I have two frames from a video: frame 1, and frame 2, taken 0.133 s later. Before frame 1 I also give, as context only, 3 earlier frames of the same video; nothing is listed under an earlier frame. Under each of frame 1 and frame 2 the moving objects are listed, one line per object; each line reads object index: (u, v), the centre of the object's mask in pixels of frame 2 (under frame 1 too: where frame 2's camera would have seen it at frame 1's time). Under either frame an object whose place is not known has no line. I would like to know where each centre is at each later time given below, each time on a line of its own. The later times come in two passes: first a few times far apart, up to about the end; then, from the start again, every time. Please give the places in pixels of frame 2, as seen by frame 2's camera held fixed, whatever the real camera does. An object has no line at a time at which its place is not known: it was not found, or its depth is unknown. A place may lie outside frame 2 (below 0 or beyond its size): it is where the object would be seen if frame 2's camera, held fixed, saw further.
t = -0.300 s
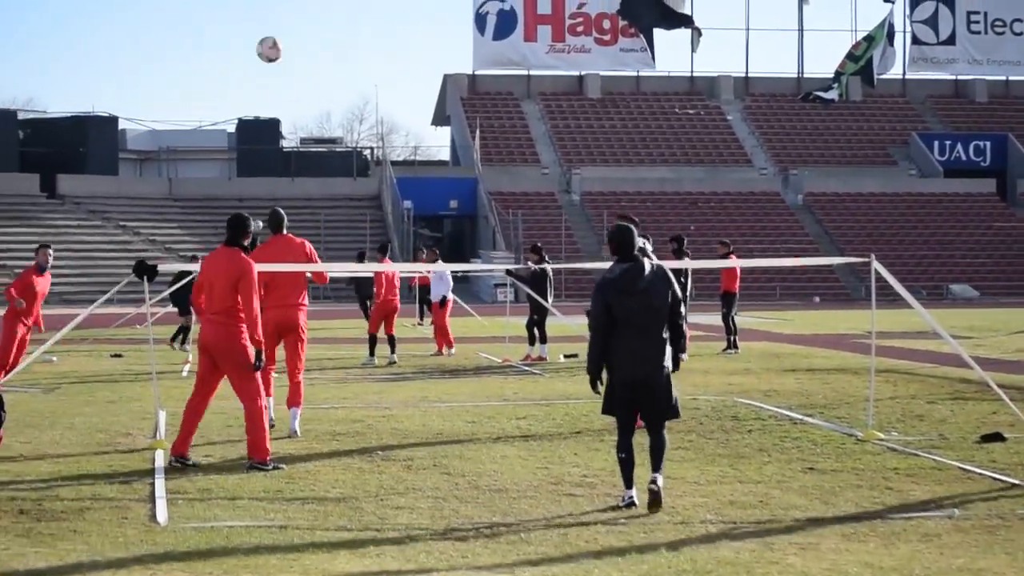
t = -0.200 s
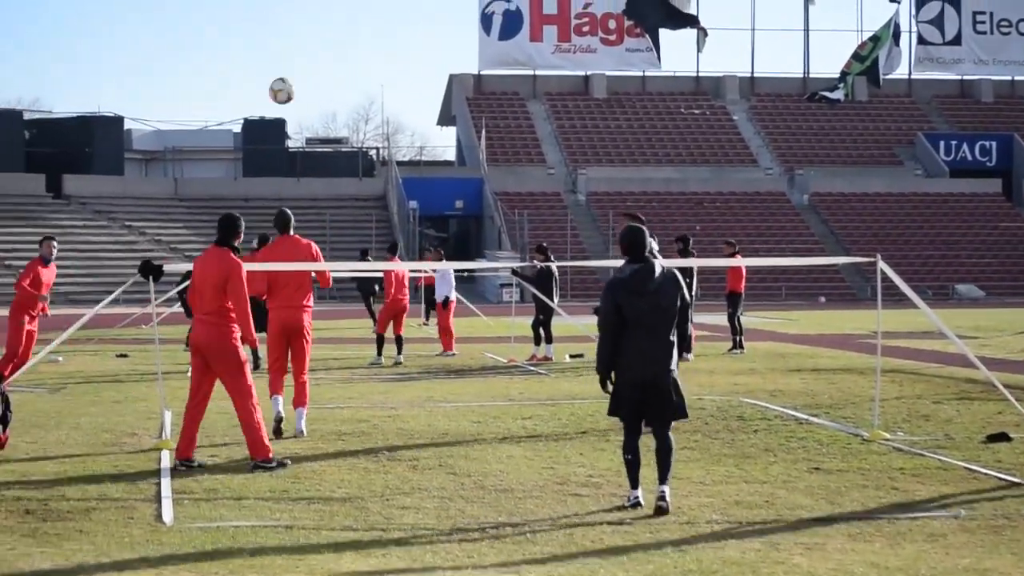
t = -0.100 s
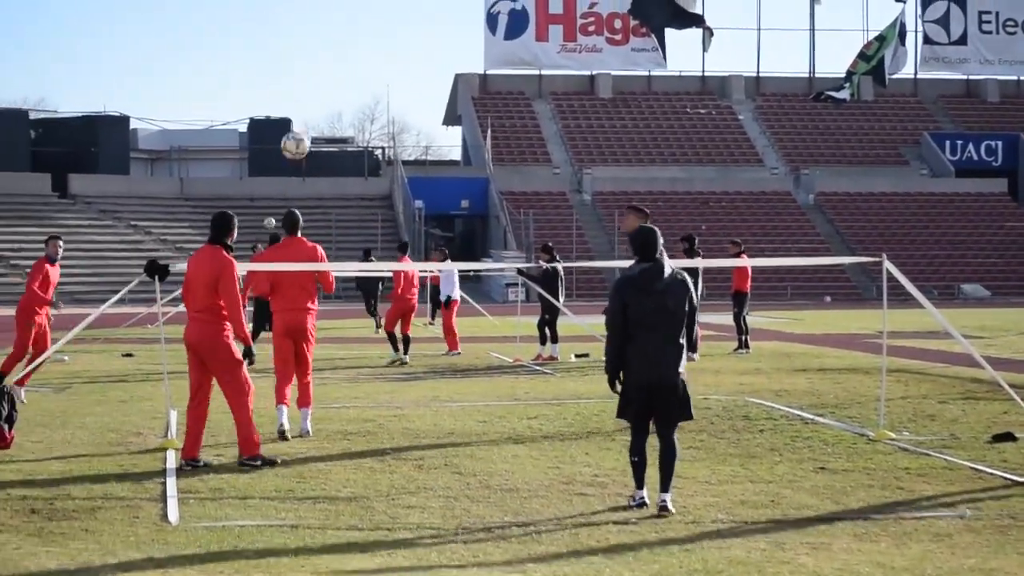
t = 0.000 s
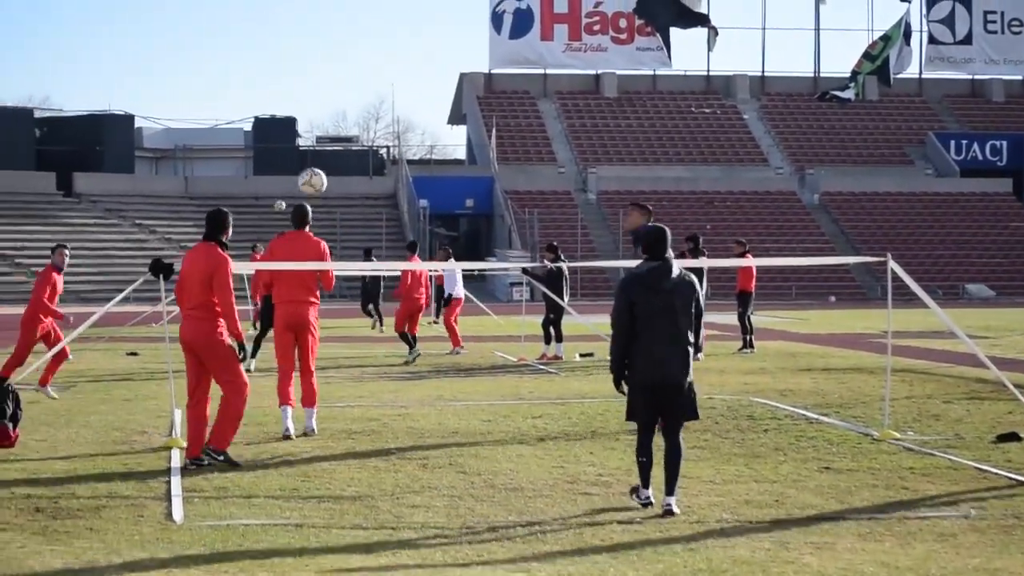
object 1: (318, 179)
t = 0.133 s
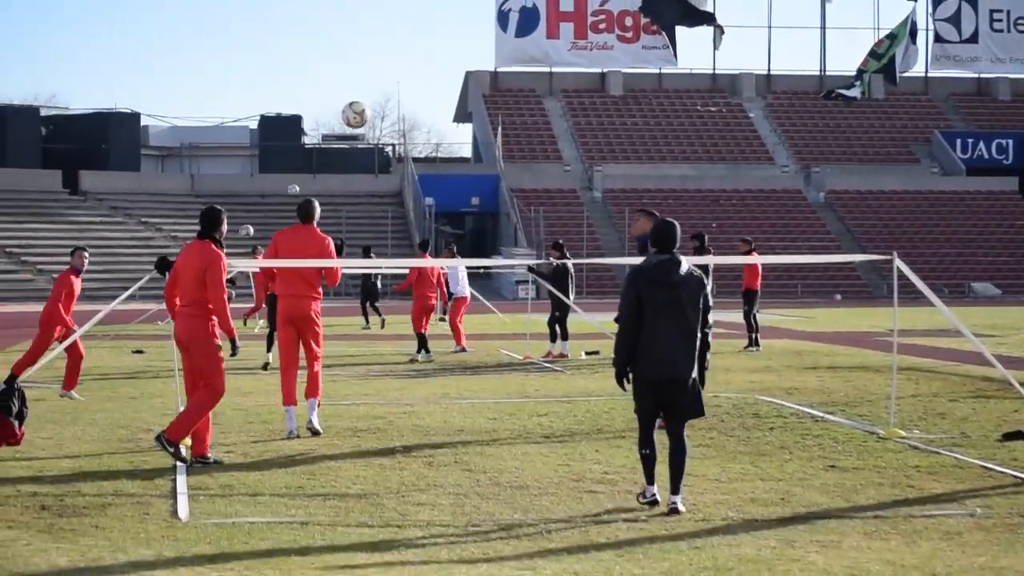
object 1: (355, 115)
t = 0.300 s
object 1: (403, 63)
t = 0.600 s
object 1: (494, 57)
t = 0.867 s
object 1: (578, 154)
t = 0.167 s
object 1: (363, 102)
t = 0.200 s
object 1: (374, 90)
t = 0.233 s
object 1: (383, 80)
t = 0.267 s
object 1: (393, 70)
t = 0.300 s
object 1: (403, 63)
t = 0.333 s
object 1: (413, 56)
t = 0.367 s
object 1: (423, 51)
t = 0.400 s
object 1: (433, 48)
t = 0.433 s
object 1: (443, 46)
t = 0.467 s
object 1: (453, 45)
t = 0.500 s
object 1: (463, 46)
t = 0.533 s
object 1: (473, 49)
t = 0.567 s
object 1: (484, 52)
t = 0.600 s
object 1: (494, 57)
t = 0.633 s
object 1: (505, 64)
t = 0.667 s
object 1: (515, 73)
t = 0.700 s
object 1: (525, 82)
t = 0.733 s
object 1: (535, 93)
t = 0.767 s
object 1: (546, 105)
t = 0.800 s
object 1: (557, 119)
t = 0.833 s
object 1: (567, 135)
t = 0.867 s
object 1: (578, 154)
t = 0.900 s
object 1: (588, 172)
